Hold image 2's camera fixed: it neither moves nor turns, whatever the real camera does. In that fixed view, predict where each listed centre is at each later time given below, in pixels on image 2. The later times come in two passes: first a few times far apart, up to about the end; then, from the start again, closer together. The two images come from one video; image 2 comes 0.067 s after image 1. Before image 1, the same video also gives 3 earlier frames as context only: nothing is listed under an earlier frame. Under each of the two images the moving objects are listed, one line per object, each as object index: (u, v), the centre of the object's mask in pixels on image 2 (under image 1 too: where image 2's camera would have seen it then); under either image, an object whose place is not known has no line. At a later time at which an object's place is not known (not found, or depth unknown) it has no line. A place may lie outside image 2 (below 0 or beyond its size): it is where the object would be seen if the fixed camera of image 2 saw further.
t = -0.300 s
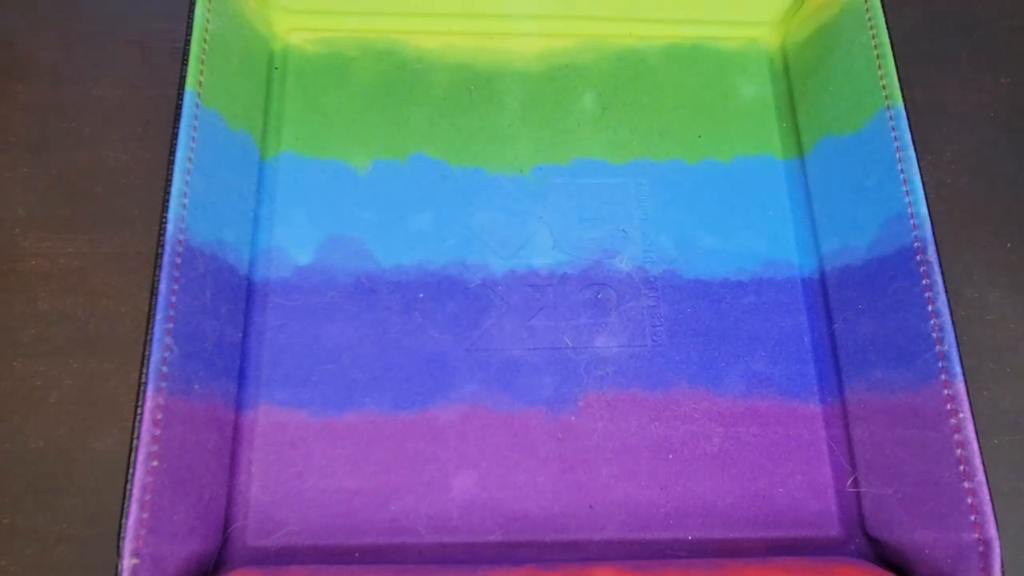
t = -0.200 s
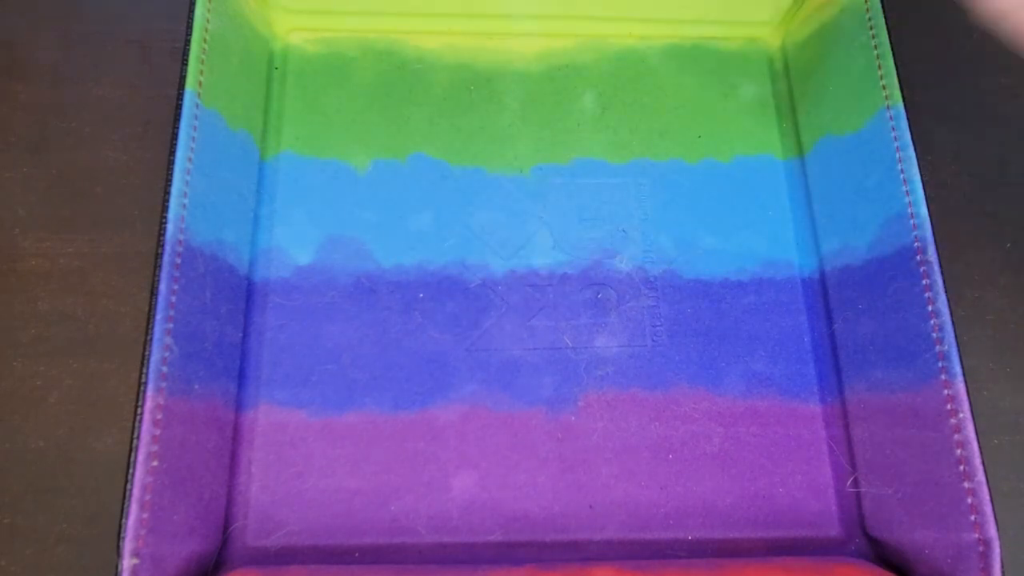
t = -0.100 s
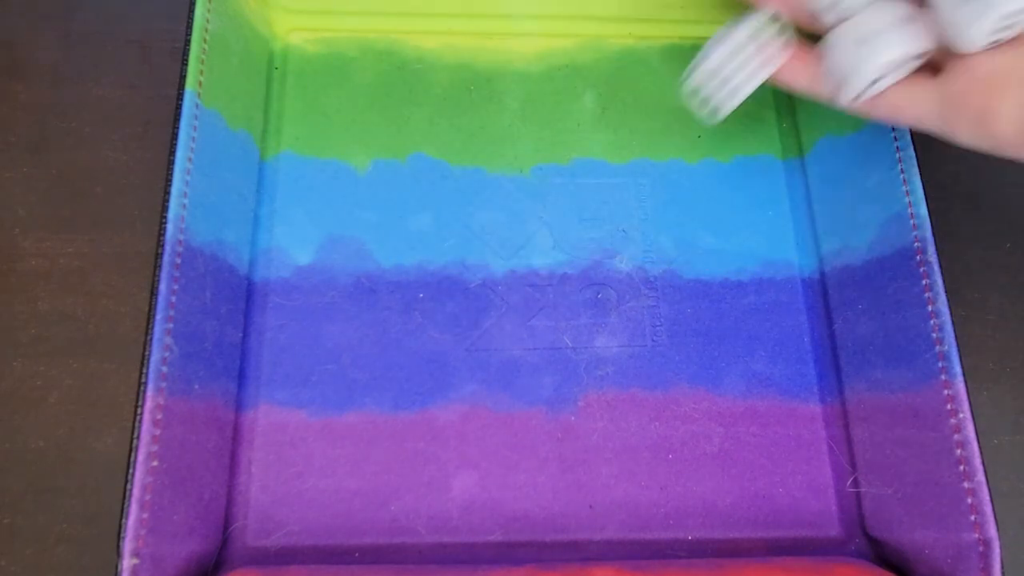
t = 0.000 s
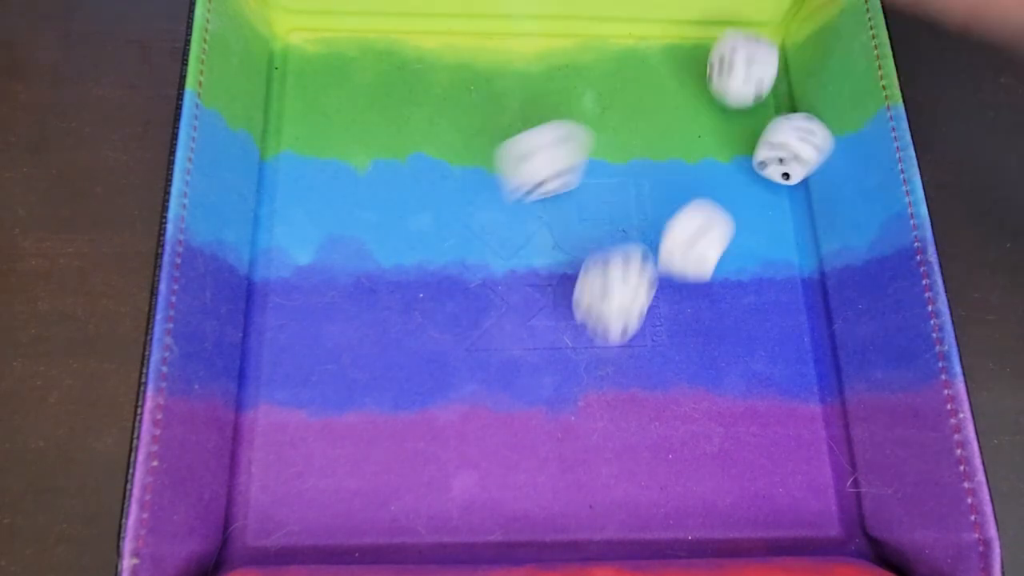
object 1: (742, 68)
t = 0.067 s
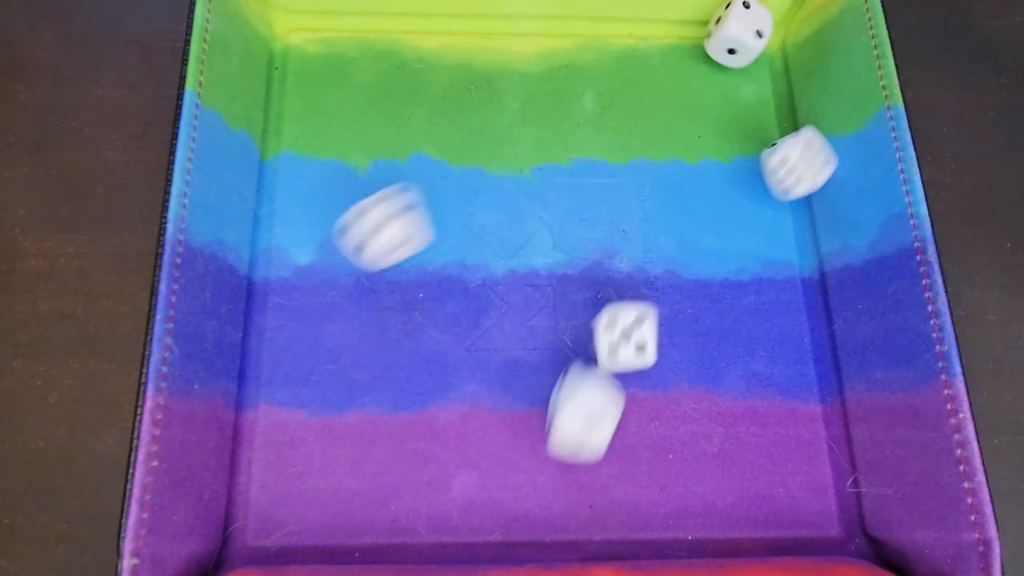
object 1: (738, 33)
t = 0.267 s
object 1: (732, 53)
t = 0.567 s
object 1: (732, 53)
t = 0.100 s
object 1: (738, 43)
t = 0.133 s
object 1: (738, 48)
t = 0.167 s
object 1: (736, 52)
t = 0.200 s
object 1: (733, 53)
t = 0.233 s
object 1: (732, 53)
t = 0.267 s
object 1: (732, 53)
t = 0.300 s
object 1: (732, 53)
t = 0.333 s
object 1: (732, 53)
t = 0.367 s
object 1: (732, 53)
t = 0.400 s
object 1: (732, 53)
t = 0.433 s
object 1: (732, 53)
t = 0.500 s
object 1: (732, 53)
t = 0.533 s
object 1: (732, 53)
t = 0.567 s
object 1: (732, 53)
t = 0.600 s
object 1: (732, 53)
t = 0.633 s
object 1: (732, 53)
